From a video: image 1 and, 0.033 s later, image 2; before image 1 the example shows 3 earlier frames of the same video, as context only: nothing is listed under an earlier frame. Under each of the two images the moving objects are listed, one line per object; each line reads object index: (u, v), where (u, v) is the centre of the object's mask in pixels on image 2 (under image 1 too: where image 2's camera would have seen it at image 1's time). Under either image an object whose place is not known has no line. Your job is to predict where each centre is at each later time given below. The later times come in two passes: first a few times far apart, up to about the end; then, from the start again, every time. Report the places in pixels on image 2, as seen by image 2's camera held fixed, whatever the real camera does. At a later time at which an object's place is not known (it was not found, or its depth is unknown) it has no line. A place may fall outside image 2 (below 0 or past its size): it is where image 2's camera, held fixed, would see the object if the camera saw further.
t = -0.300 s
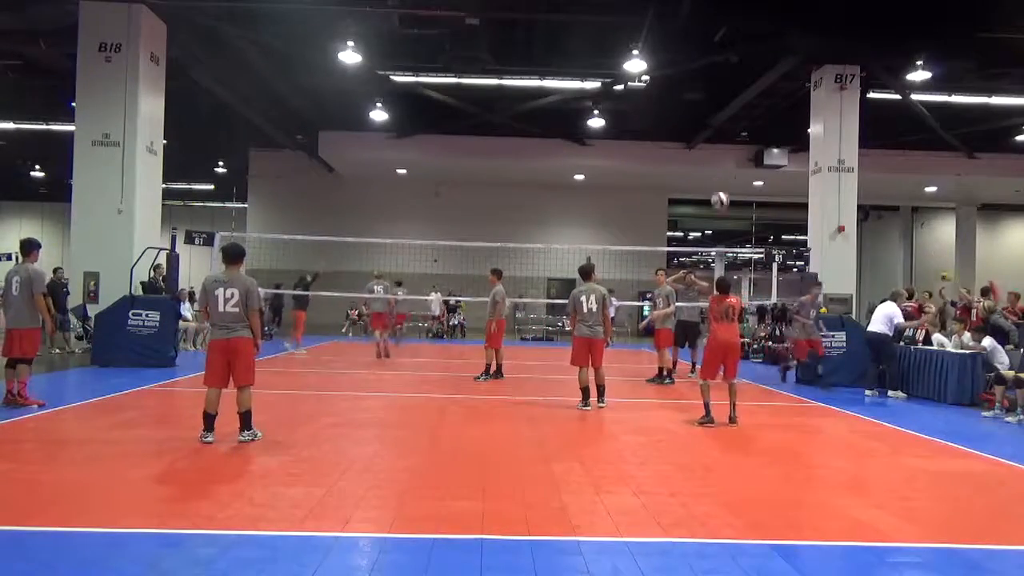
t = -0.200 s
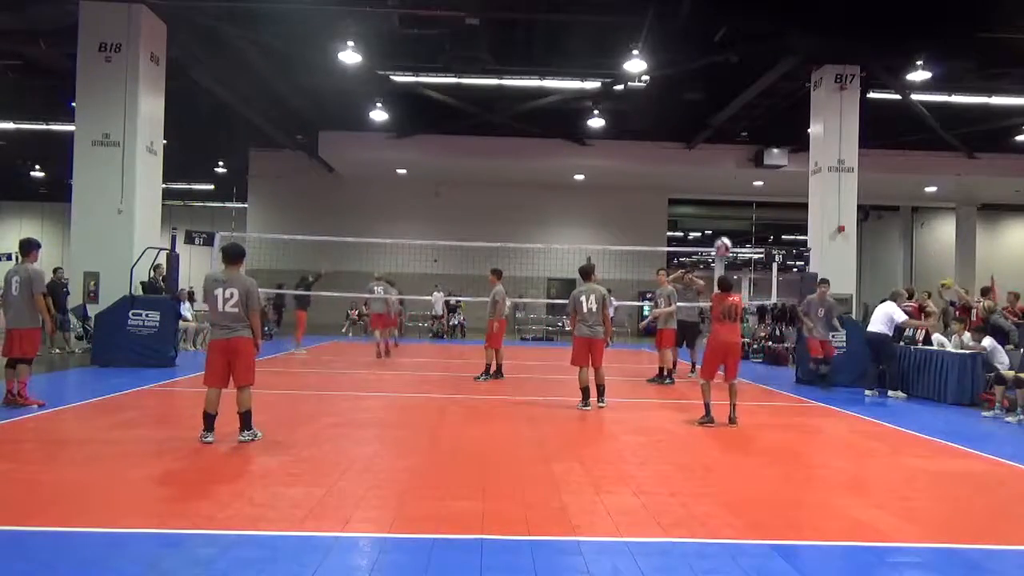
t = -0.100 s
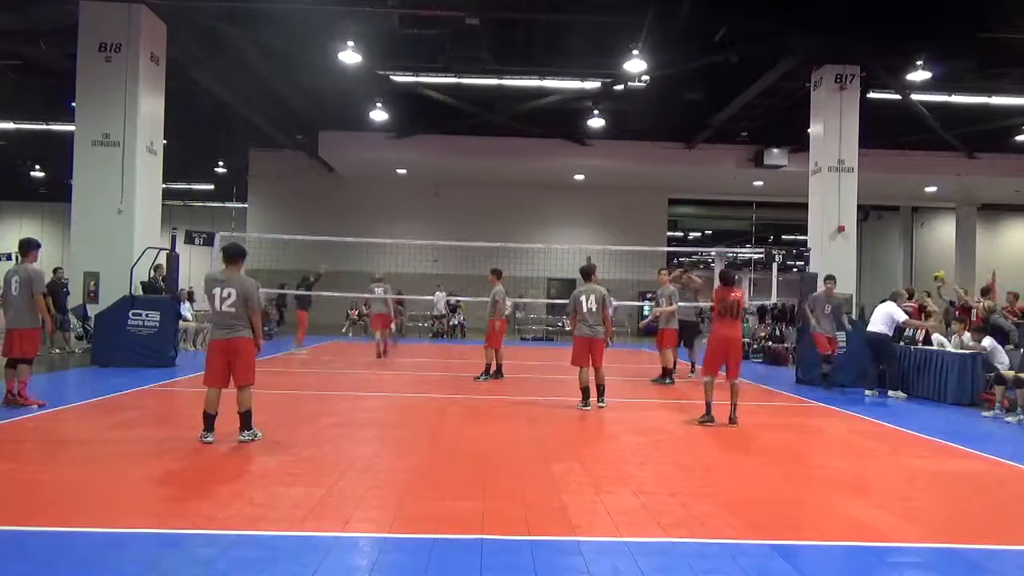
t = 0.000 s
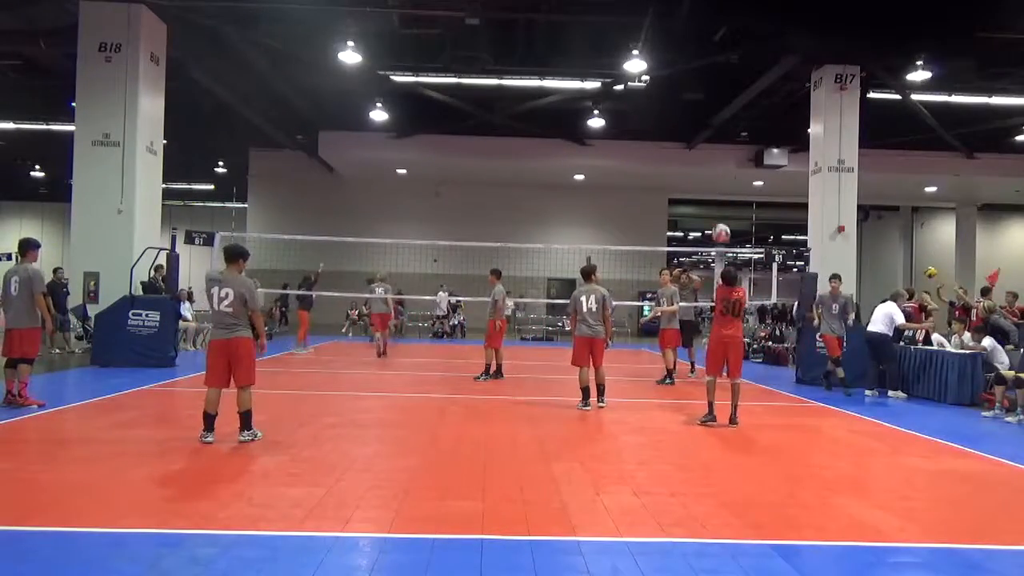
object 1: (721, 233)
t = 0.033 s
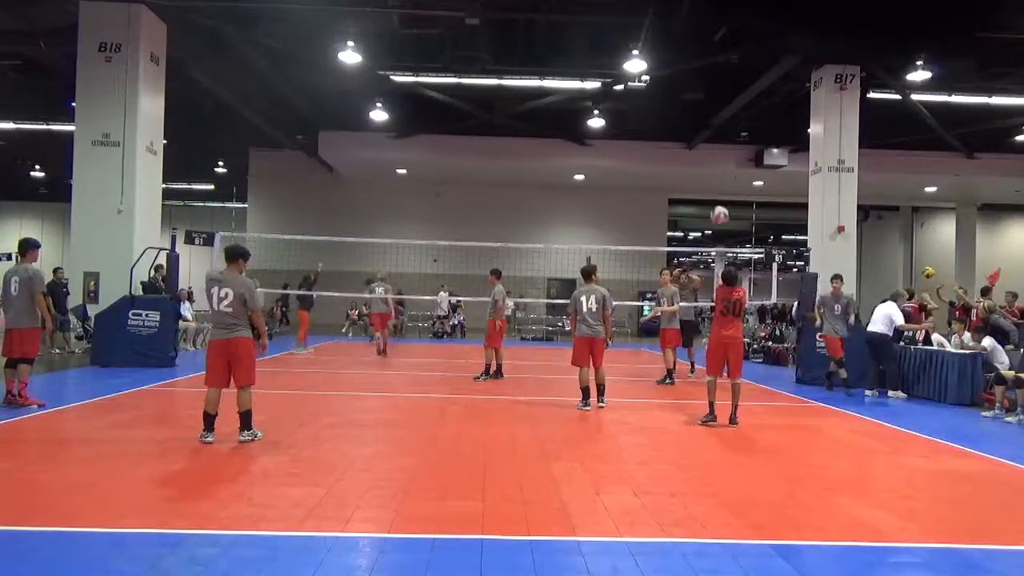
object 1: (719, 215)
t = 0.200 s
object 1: (711, 144)
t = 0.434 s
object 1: (700, 93)
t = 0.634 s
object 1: (690, 85)
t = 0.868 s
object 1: (680, 109)
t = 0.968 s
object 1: (675, 130)
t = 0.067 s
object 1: (718, 198)
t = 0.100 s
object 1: (716, 181)
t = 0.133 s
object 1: (714, 168)
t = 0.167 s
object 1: (713, 156)
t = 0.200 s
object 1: (711, 144)
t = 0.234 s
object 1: (709, 134)
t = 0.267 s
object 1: (708, 125)
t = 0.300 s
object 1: (706, 117)
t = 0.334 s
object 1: (704, 109)
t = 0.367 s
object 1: (703, 103)
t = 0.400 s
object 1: (701, 98)
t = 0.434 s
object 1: (700, 93)
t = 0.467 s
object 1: (698, 90)
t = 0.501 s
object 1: (697, 87)
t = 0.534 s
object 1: (695, 85)
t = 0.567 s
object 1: (694, 85)
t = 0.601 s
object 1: (692, 84)
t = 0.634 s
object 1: (690, 85)
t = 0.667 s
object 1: (689, 86)
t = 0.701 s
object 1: (687, 88)
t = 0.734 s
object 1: (686, 91)
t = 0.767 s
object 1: (684, 94)
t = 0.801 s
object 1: (683, 99)
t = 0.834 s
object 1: (681, 104)
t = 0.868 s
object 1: (680, 109)
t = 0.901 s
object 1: (678, 116)
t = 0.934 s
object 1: (676, 123)
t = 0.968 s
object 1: (675, 130)
